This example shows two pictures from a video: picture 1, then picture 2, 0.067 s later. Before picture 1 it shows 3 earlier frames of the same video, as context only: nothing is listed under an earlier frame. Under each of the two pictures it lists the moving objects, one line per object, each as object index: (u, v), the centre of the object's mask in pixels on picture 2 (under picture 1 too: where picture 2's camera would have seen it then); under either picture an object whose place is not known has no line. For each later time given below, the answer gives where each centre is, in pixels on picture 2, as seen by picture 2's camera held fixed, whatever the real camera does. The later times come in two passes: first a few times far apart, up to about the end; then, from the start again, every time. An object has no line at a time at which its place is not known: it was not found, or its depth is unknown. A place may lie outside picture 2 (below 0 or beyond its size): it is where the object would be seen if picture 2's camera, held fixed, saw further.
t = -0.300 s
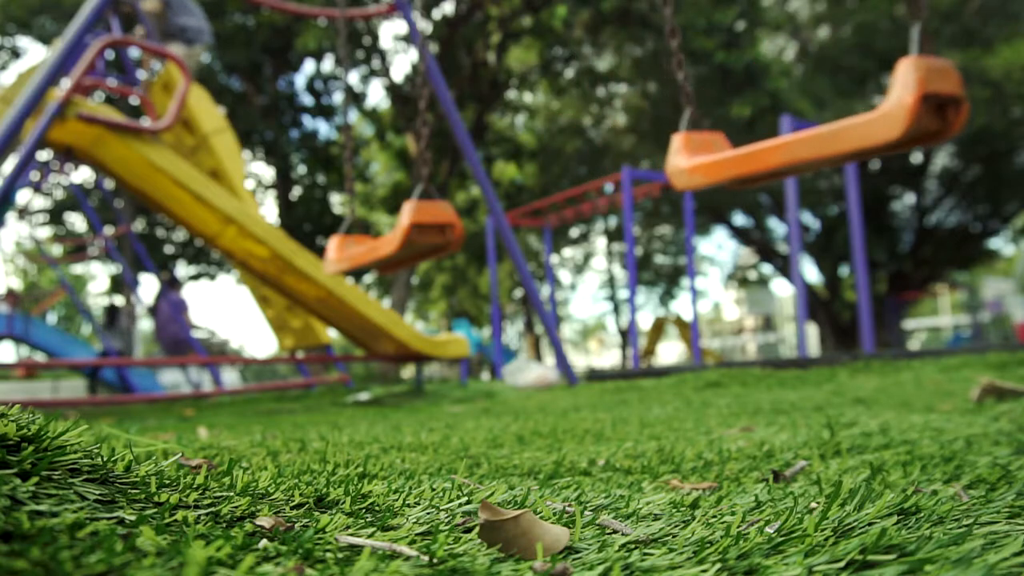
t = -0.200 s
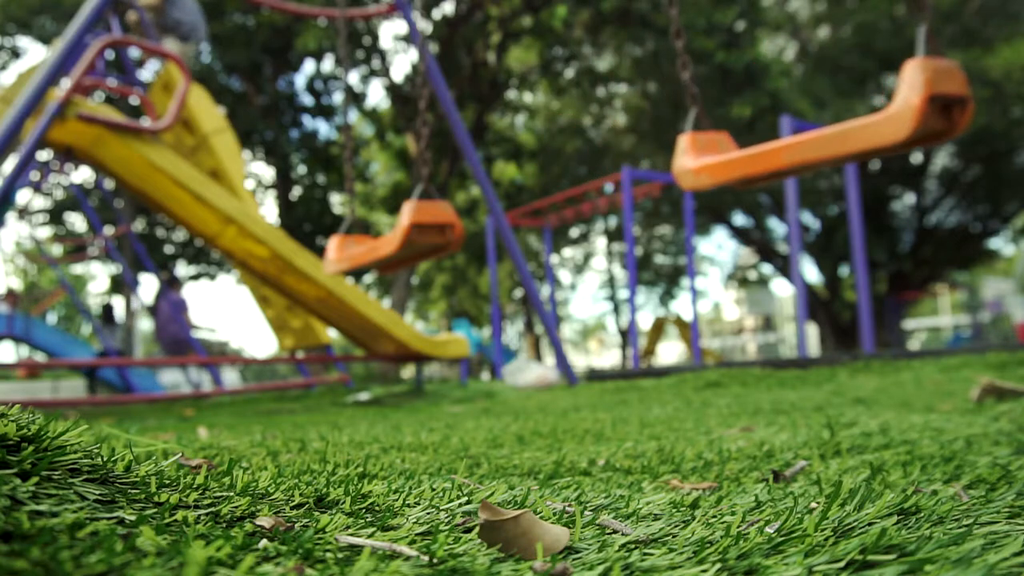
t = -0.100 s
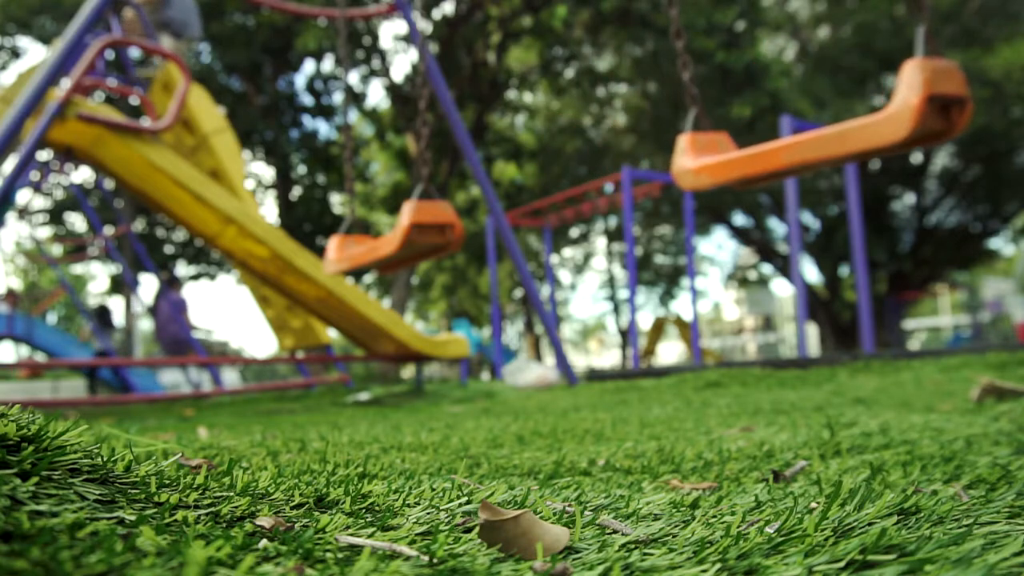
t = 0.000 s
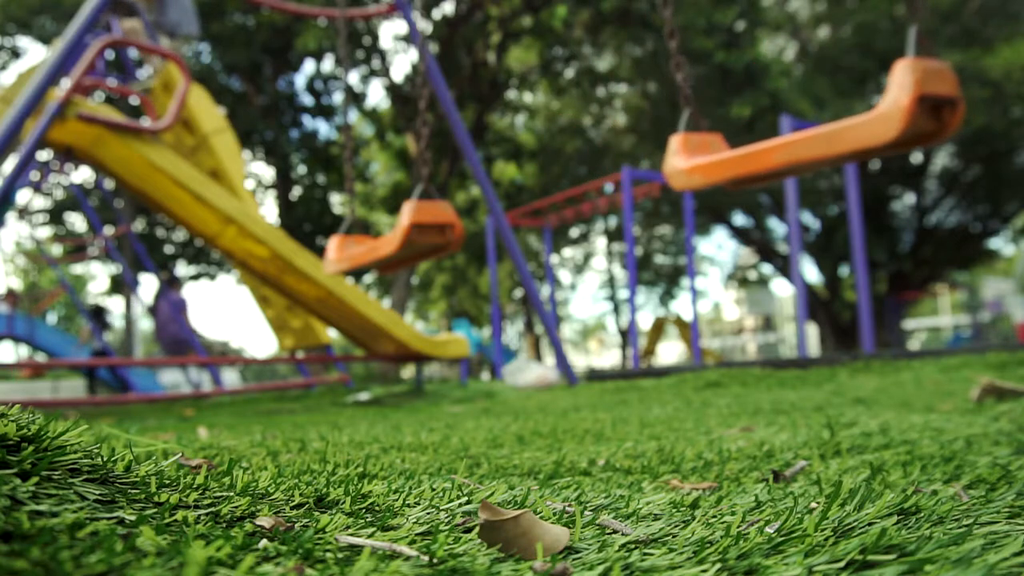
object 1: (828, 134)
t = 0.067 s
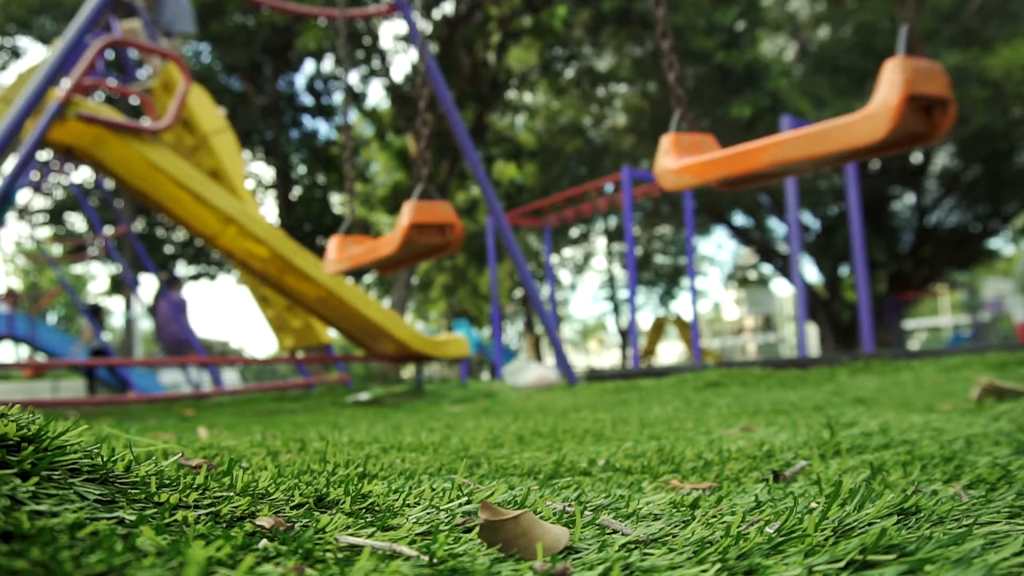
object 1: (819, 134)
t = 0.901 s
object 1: (597, 83)
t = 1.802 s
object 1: (805, 132)
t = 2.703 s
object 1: (730, 122)
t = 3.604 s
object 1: (669, 99)
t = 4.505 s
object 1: (827, 134)
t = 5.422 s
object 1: (605, 83)
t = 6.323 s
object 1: (798, 134)
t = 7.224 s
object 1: (739, 120)
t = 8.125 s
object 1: (663, 99)
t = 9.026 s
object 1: (829, 134)
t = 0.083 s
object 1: (817, 134)
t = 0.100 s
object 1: (814, 134)
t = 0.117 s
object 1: (811, 134)
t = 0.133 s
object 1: (808, 134)
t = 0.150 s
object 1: (805, 134)
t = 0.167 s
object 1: (802, 134)
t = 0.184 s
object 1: (798, 134)
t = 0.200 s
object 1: (795, 133)
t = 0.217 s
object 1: (792, 133)
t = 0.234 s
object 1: (788, 132)
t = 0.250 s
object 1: (783, 132)
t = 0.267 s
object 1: (779, 131)
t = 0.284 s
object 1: (775, 131)
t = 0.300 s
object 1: (771, 130)
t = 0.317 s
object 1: (766, 129)
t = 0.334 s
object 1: (761, 128)
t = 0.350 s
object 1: (756, 128)
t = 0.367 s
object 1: (751, 127)
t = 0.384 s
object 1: (746, 126)
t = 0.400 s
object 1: (740, 125)
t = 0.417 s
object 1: (735, 123)
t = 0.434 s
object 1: (730, 122)
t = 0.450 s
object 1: (724, 121)
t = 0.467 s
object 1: (719, 119)
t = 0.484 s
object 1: (713, 118)
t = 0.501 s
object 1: (707, 116)
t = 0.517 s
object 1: (702, 114)
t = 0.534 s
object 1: (697, 113)
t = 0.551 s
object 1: (691, 111)
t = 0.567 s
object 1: (686, 109)
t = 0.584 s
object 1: (681, 107)
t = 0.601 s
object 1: (675, 105)
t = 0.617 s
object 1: (669, 103)
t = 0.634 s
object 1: (663, 101)
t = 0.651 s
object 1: (658, 100)
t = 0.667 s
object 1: (652, 98)
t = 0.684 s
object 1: (647, 97)
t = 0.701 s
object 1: (641, 96)
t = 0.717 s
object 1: (636, 95)
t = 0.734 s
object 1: (632, 93)
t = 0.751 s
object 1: (627, 92)
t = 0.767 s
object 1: (622, 91)
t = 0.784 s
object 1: (618, 89)
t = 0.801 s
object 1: (614, 88)
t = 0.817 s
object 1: (611, 87)
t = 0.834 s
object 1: (607, 86)
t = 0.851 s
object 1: (604, 85)
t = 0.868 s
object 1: (601, 85)
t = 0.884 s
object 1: (599, 84)
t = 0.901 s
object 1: (597, 83)
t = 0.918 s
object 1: (596, 83)
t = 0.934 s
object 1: (595, 83)
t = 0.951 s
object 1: (594, 82)
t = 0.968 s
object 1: (593, 82)
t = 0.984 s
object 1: (593, 82)
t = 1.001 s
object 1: (593, 82)
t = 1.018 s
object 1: (594, 82)
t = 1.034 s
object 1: (595, 82)
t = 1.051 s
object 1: (596, 83)
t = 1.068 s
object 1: (598, 83)
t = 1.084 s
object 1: (601, 83)
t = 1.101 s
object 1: (603, 84)
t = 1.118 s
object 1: (606, 84)
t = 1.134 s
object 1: (609, 85)
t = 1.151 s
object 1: (612, 86)
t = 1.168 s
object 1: (616, 87)
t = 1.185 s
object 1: (620, 88)
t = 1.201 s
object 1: (624, 89)
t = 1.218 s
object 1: (629, 90)
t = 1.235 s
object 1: (634, 91)
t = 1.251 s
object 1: (639, 92)
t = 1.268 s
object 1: (644, 93)
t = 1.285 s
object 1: (650, 95)
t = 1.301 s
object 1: (656, 96)
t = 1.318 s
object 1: (661, 97)
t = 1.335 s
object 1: (667, 98)
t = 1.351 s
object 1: (673, 100)
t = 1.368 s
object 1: (679, 101)
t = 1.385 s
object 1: (685, 103)
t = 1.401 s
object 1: (691, 105)
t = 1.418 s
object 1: (697, 107)
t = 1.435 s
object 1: (702, 109)
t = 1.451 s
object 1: (708, 111)
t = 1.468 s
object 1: (713, 112)
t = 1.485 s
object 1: (719, 114)
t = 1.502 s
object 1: (725, 115)
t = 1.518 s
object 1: (730, 117)
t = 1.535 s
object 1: (736, 119)
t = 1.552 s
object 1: (741, 120)
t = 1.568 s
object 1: (747, 121)
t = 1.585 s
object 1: (752, 122)
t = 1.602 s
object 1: (757, 123)
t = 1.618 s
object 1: (762, 124)
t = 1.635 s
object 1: (767, 125)
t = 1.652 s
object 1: (771, 126)
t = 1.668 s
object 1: (776, 127)
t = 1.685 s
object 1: (780, 128)
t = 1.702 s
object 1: (784, 129)
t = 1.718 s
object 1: (788, 129)
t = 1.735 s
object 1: (792, 130)
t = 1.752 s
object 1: (796, 131)
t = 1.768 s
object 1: (799, 131)
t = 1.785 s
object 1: (802, 132)
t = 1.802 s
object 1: (805, 132)
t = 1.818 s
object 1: (808, 132)
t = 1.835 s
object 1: (810, 133)
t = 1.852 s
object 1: (813, 133)
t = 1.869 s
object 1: (816, 133)
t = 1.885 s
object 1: (818, 133)
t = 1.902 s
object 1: (820, 134)
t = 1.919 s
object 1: (823, 134)
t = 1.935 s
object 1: (824, 134)
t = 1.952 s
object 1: (826, 134)
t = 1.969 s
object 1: (828, 134)
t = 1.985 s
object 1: (829, 134)
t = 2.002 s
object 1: (830, 134)
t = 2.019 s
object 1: (831, 134)
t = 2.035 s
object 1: (832, 134)
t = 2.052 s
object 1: (833, 134)
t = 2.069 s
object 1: (833, 134)
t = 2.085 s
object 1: (833, 134)
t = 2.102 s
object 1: (834, 134)
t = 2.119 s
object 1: (833, 134)
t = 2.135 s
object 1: (833, 134)
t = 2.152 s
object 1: (833, 134)
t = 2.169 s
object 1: (832, 134)
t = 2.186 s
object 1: (831, 134)
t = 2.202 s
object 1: (830, 134)
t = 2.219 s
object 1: (829, 135)
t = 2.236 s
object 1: (828, 134)
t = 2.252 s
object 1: (827, 134)
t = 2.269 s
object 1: (825, 135)
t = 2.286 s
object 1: (824, 135)
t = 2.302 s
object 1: (822, 134)
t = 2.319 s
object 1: (819, 135)
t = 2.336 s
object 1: (817, 135)
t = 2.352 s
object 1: (815, 134)
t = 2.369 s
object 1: (812, 134)
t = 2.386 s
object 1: (809, 134)
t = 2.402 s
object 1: (806, 135)
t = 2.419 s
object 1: (803, 135)
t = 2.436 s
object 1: (800, 134)
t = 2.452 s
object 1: (797, 134)
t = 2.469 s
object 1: (794, 134)
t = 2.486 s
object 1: (790, 133)
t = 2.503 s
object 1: (786, 133)
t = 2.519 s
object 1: (783, 132)
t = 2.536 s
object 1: (779, 131)
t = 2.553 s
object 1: (774, 130)
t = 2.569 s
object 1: (770, 130)
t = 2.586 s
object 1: (765, 129)
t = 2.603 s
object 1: (760, 128)
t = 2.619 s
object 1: (756, 127)
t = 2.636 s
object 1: (751, 126)
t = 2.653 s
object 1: (746, 125)
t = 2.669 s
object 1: (740, 124)
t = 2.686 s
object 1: (735, 123)
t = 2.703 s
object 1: (730, 122)
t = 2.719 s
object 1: (725, 120)
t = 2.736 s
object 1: (720, 118)
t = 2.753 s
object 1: (714, 117)
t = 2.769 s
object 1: (709, 115)
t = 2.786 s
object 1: (704, 113)
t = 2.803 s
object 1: (698, 111)
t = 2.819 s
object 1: (693, 110)
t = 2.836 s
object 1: (688, 107)
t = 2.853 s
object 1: (683, 106)
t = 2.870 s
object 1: (678, 104)
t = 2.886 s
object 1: (672, 102)
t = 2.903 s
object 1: (666, 100)
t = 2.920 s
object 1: (661, 99)
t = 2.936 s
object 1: (655, 98)
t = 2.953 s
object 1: (650, 96)
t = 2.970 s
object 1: (644, 95)
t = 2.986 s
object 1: (639, 93)
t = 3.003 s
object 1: (635, 92)
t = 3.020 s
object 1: (630, 91)
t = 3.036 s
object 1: (625, 90)
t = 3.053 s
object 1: (621, 89)
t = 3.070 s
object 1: (617, 88)
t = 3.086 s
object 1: (614, 87)
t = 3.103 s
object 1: (611, 86)
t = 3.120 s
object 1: (608, 85)
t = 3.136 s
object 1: (605, 84)
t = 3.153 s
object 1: (602, 83)
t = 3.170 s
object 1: (600, 83)
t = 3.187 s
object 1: (599, 82)
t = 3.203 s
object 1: (598, 82)
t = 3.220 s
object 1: (597, 82)
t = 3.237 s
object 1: (596, 82)
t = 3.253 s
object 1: (596, 82)
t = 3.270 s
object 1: (596, 82)
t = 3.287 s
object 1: (597, 82)
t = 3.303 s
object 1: (597, 82)
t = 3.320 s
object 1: (599, 82)
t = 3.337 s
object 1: (601, 82)
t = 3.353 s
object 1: (603, 83)
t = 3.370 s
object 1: (605, 84)
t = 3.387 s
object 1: (608, 84)
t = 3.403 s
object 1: (611, 85)
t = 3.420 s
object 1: (614, 86)
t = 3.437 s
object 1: (618, 87)
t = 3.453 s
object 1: (622, 88)
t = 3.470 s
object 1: (626, 89)
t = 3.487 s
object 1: (631, 90)
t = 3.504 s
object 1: (636, 91)
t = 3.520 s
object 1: (641, 92)
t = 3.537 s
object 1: (646, 94)
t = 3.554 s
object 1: (652, 95)
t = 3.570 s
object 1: (658, 96)
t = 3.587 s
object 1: (663, 98)
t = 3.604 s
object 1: (669, 99)
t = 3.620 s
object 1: (674, 101)
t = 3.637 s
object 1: (680, 103)
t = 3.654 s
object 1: (686, 104)
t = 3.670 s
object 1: (691, 106)
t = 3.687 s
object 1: (697, 108)
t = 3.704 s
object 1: (702, 110)
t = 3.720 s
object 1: (708, 111)
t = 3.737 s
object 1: (713, 113)
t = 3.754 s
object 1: (719, 115)
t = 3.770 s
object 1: (724, 117)
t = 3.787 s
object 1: (729, 118)
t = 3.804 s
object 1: (734, 120)
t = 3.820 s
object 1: (739, 121)
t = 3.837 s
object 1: (745, 122)
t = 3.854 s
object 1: (750, 123)
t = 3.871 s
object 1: (755, 125)
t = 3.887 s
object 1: (759, 126)
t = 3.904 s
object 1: (765, 127)
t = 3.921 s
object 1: (769, 128)
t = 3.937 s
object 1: (773, 129)
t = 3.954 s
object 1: (777, 130)
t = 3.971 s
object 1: (781, 130)
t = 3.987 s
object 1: (785, 131)
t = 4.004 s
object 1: (789, 132)
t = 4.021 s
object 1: (793, 132)
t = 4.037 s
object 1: (796, 132)
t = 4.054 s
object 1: (799, 133)
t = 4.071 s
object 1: (802, 133)
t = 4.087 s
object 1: (805, 133)
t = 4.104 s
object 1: (807, 134)
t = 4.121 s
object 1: (810, 134)
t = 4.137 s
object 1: (813, 134)
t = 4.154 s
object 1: (816, 134)
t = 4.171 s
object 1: (817, 134)
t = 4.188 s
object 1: (820, 134)
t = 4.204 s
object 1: (821, 134)
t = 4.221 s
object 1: (823, 134)
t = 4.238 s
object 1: (825, 134)
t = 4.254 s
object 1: (826, 134)
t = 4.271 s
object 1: (828, 134)
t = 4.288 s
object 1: (829, 134)
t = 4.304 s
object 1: (830, 134)
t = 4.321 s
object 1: (830, 134)
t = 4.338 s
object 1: (831, 134)
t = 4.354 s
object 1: (831, 135)
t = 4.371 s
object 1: (831, 134)
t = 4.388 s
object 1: (831, 135)
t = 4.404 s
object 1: (831, 134)
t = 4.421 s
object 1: (831, 135)
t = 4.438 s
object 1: (830, 135)
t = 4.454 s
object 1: (830, 135)
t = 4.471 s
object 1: (829, 135)
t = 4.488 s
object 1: (828, 135)
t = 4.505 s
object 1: (827, 134)
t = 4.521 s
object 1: (826, 135)
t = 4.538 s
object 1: (824, 135)
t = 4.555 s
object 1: (823, 135)
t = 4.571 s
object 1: (820, 135)
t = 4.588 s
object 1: (818, 135)
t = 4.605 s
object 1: (816, 135)
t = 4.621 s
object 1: (814, 135)
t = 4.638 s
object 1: (811, 135)
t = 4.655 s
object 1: (809, 134)
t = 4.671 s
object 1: (806, 134)
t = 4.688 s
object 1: (803, 134)
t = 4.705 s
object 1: (800, 134)
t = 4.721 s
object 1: (797, 133)
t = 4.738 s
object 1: (794, 133)
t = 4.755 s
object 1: (790, 132)
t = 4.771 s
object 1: (787, 132)
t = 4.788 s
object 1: (783, 131)
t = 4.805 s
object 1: (780, 130)
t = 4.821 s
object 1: (775, 130)
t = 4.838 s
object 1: (772, 129)
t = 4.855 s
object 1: (767, 128)
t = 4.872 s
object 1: (762, 127)
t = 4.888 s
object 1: (757, 126)
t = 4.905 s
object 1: (753, 125)
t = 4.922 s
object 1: (747, 124)
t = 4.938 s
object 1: (742, 123)
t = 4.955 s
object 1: (737, 122)
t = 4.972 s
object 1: (732, 120)
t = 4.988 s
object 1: (727, 119)
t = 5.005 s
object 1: (722, 117)
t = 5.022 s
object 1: (716, 115)
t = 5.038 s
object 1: (711, 114)
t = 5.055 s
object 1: (706, 112)
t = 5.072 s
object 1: (701, 111)
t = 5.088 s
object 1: (696, 109)
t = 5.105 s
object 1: (690, 107)
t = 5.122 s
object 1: (685, 104)
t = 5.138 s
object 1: (680, 103)
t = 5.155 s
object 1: (674, 101)
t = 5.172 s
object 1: (668, 100)
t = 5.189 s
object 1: (662, 98)
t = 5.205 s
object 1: (657, 96)
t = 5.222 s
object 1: (652, 95)
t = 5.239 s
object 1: (646, 94)
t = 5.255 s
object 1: (641, 93)
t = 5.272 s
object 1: (636, 92)
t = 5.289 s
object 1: (632, 91)
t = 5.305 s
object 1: (627, 89)
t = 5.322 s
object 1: (623, 88)
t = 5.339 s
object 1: (619, 87)
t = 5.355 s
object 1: (616, 86)
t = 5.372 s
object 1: (612, 85)
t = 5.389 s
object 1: (610, 85)
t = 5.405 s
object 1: (607, 84)
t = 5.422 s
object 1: (605, 83)
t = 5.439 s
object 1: (603, 83)
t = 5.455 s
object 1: (601, 82)
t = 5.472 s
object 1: (600, 82)
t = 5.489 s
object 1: (599, 82)
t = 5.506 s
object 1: (599, 82)
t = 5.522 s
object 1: (599, 82)
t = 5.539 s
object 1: (599, 82)
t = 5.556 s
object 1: (600, 82)
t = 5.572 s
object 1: (601, 82)
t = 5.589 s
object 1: (602, 83)
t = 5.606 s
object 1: (603, 83)
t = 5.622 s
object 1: (605, 83)
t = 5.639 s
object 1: (608, 84)
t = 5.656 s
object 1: (610, 85)
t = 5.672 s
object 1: (613, 86)
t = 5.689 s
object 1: (616, 86)
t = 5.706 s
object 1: (620, 87)
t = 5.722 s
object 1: (624, 88)
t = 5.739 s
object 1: (628, 90)
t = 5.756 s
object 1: (632, 91)
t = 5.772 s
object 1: (637, 92)
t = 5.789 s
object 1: (642, 93)
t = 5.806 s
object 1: (647, 95)
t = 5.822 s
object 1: (652, 96)
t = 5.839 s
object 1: (658, 97)
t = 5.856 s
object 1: (663, 98)
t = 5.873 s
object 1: (669, 100)
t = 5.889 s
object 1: (674, 102)
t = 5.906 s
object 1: (679, 103)
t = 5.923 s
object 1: (685, 105)
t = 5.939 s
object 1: (690, 107)
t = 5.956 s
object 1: (696, 109)
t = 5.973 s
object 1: (701, 111)
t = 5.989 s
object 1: (707, 112)
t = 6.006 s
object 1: (712, 114)
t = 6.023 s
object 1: (717, 116)
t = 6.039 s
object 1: (722, 117)
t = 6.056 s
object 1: (727, 119)
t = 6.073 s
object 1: (732, 121)
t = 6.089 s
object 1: (738, 122)
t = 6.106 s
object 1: (743, 123)
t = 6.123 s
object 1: (748, 125)
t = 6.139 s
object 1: (753, 126)
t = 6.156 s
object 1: (757, 127)
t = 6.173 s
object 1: (762, 128)
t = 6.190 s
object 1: (767, 129)
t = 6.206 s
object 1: (771, 129)
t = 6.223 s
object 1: (775, 130)
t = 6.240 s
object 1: (779, 131)
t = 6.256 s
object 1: (783, 132)
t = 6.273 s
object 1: (786, 132)
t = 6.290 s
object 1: (790, 133)
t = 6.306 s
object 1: (794, 133)
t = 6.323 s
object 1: (798, 134)
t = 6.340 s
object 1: (800, 134)
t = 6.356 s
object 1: (803, 134)
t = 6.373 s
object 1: (806, 134)
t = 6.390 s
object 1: (808, 134)
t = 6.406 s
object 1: (811, 135)
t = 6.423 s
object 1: (813, 135)
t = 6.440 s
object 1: (816, 135)
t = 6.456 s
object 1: (818, 135)
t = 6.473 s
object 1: (820, 135)
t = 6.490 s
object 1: (822, 135)
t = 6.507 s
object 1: (823, 135)
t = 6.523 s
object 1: (824, 135)
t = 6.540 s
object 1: (826, 135)
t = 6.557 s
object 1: (827, 135)
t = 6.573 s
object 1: (828, 135)
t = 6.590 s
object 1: (829, 135)
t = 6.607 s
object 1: (829, 135)
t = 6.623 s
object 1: (830, 135)
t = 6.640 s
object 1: (830, 135)
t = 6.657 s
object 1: (830, 135)
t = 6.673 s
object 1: (830, 134)
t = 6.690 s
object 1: (830, 134)
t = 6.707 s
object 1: (830, 135)
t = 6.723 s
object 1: (830, 134)
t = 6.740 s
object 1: (829, 135)
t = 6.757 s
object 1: (828, 135)
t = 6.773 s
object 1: (827, 134)
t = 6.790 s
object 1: (826, 134)
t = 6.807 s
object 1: (824, 135)
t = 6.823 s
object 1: (823, 134)
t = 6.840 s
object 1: (821, 134)
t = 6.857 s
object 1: (819, 134)
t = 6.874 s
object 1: (817, 134)
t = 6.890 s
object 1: (815, 134)
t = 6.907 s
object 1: (812, 134)
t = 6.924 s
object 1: (810, 133)
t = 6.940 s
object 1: (807, 133)
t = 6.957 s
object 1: (804, 133)
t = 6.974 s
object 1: (802, 133)
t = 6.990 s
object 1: (799, 132)
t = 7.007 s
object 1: (796, 132)
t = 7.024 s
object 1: (792, 132)
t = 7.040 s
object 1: (788, 131)
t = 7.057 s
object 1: (784, 130)
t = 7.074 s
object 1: (781, 130)
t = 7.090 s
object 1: (777, 129)
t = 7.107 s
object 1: (772, 128)
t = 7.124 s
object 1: (768, 127)
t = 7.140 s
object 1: (764, 126)
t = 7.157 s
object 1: (759, 125)
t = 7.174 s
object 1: (754, 124)
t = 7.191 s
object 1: (749, 123)
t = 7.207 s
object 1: (744, 122)
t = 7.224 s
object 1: (739, 120)
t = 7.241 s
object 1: (734, 119)
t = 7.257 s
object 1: (728, 118)
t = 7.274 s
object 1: (723, 116)
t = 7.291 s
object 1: (718, 115)
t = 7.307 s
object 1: (713, 113)
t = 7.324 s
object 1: (707, 111)
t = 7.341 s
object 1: (702, 110)
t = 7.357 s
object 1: (697, 108)
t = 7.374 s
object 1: (692, 106)
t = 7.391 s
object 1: (687, 104)
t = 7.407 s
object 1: (681, 102)
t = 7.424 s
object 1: (675, 101)
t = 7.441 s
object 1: (670, 99)
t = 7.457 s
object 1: (664, 97)
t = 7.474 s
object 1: (659, 96)
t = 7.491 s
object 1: (653, 95)
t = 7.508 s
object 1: (648, 94)
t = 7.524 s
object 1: (642, 93)
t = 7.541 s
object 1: (638, 92)
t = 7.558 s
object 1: (633, 90)
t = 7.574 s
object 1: (629, 89)
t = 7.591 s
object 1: (625, 88)
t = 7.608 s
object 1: (621, 87)
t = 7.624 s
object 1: (617, 86)
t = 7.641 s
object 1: (614, 85)
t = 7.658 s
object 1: (611, 84)
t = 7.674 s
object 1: (608, 84)
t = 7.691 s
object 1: (606, 83)
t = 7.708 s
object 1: (604, 83)
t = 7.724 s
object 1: (602, 83)
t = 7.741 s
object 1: (601, 82)
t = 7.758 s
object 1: (600, 82)
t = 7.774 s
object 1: (599, 82)
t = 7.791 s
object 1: (599, 82)
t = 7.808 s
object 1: (599, 82)
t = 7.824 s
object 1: (600, 82)
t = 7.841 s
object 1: (601, 83)
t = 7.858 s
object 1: (602, 83)
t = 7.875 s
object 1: (603, 83)
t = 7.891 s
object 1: (605, 84)
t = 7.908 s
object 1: (608, 84)
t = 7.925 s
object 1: (610, 85)
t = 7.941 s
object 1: (613, 86)
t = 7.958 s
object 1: (616, 88)
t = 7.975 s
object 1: (620, 89)
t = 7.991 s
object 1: (623, 90)
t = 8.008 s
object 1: (628, 91)
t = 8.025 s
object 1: (632, 92)
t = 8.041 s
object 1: (637, 93)
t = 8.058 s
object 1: (642, 95)
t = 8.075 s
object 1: (647, 96)
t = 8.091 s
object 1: (652, 97)
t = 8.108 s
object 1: (657, 98)
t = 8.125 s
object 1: (663, 99)
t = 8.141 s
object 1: (668, 101)
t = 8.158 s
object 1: (673, 103)
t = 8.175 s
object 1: (679, 105)
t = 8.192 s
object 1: (684, 107)
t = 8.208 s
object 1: (689, 109)
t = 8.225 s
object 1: (695, 110)
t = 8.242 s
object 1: (700, 112)
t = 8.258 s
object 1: (705, 114)
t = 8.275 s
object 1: (711, 116)
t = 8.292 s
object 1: (716, 117)
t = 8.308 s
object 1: (721, 119)
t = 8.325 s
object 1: (726, 120)
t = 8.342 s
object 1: (731, 122)
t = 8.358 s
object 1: (736, 123)
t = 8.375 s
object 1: (741, 124)
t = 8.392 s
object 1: (747, 125)
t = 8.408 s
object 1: (752, 126)
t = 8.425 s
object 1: (756, 128)
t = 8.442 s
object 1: (760, 129)
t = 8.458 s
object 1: (765, 129)
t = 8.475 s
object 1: (770, 130)
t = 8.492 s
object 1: (774, 131)
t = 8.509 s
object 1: (778, 132)
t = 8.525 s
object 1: (782, 132)
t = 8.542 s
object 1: (786, 133)
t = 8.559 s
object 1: (789, 133)
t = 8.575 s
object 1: (793, 133)
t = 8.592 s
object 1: (796, 134)
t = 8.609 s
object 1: (799, 134)
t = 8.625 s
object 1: (802, 134)
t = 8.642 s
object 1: (804, 134)
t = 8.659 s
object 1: (807, 135)
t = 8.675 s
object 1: (810, 135)
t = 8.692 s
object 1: (813, 135)
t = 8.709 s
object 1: (816, 135)
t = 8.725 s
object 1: (818, 135)
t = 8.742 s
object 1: (820, 135)
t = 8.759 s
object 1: (822, 135)
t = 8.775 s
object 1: (823, 135)
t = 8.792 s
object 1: (825, 135)
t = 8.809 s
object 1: (826, 135)
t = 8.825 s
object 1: (827, 135)
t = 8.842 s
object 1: (829, 135)
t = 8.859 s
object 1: (830, 134)
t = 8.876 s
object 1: (830, 134)
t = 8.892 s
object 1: (831, 134)
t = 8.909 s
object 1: (831, 134)
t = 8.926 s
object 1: (831, 134)
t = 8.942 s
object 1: (831, 134)
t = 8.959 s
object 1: (831, 134)
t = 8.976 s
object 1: (831, 134)
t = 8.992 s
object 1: (830, 134)
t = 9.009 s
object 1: (830, 134)
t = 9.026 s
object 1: (829, 134)
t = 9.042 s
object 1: (828, 134)
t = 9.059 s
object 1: (827, 134)
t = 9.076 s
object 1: (826, 134)
